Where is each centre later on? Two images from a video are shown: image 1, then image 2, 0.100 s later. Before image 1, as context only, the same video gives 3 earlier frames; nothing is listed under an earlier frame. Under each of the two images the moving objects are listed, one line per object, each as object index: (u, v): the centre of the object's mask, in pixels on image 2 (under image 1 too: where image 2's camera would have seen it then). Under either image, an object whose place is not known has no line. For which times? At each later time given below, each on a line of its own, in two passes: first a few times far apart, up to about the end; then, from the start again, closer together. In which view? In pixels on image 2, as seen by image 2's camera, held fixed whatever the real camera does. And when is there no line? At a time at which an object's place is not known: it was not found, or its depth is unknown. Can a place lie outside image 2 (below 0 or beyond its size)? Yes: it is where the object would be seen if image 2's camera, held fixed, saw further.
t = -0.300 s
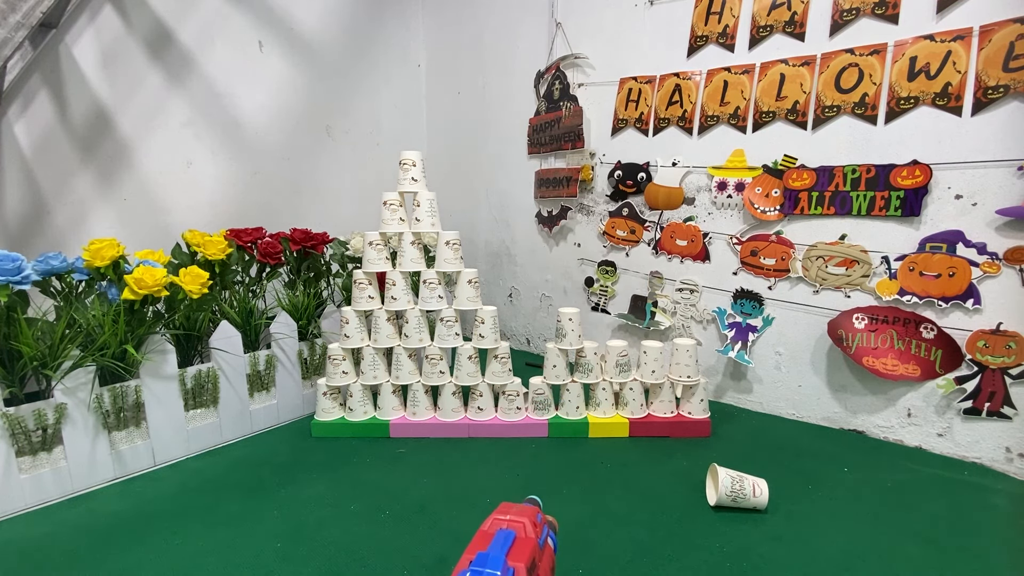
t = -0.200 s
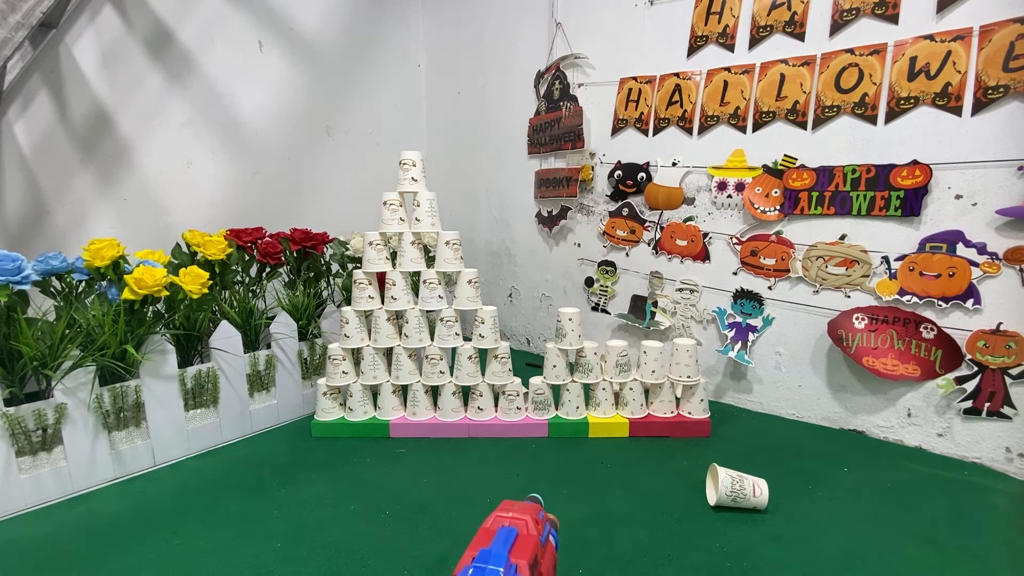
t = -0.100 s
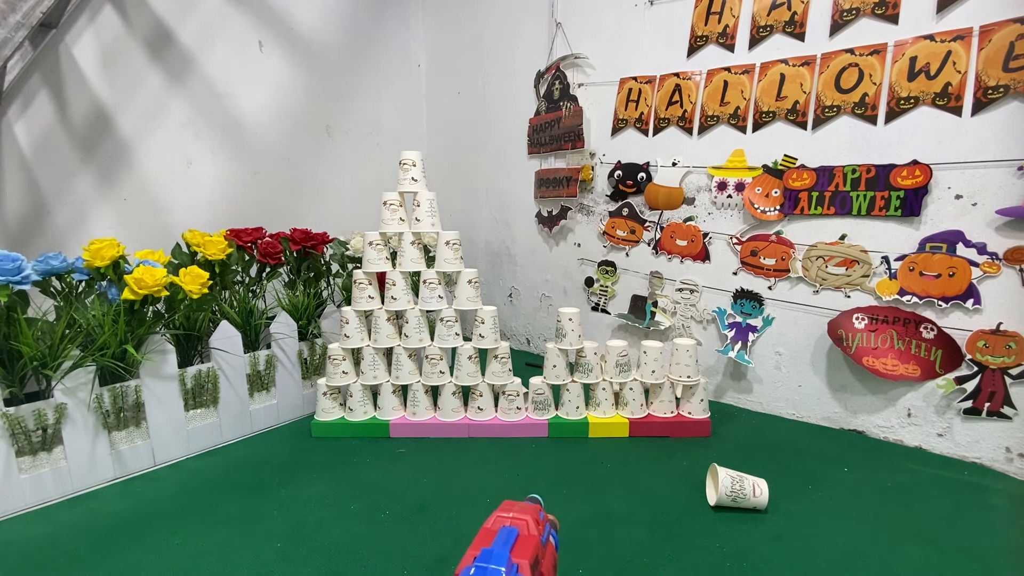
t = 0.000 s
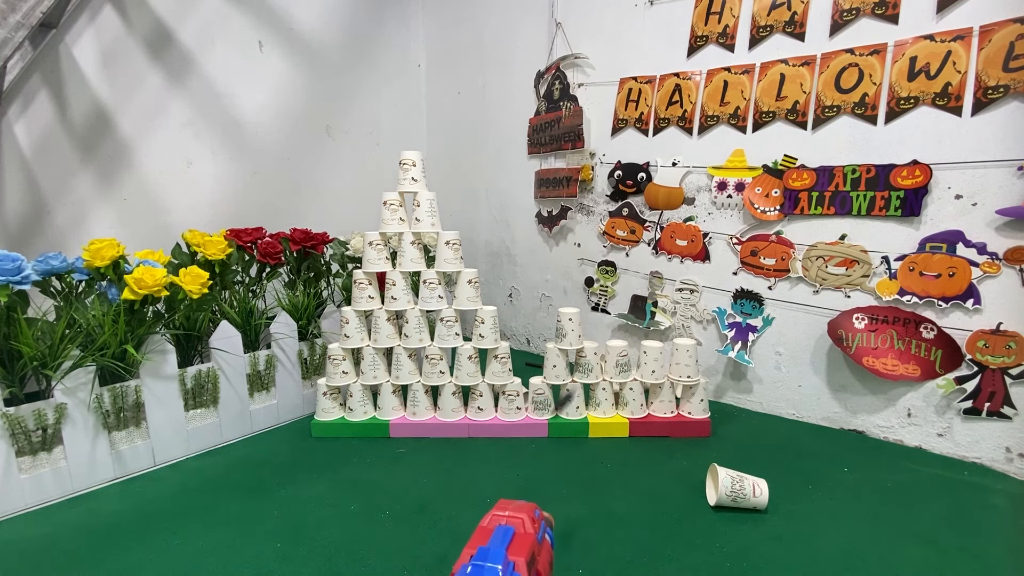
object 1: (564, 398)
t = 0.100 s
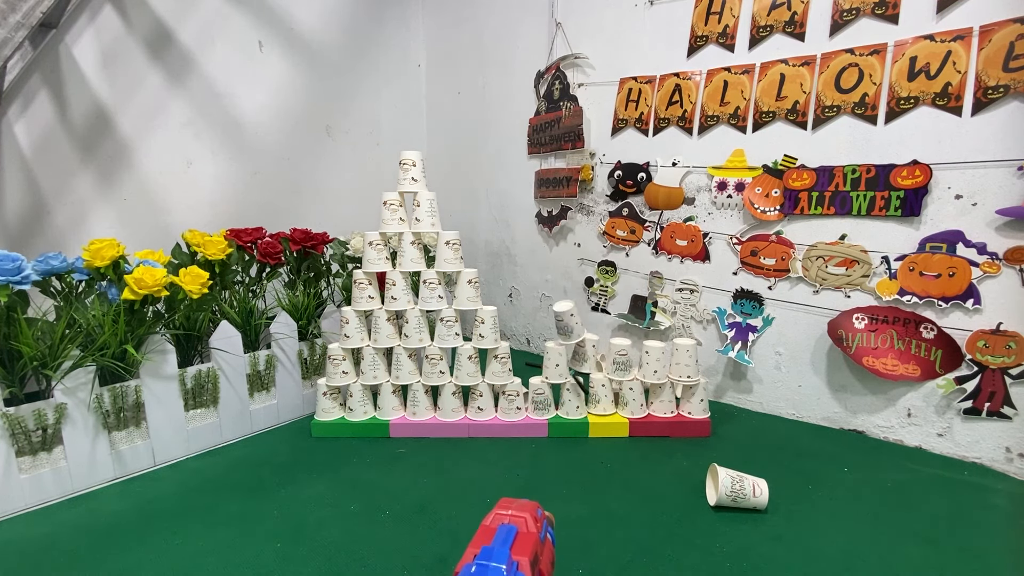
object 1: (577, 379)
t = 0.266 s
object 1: (545, 434)
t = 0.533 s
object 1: (545, 457)
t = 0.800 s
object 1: (547, 457)
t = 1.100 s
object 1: (550, 457)
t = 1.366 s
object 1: (550, 457)
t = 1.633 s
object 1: (550, 457)
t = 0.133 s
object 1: (574, 388)
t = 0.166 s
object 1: (569, 405)
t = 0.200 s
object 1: (558, 430)
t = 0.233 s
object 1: (551, 432)
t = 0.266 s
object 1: (545, 434)
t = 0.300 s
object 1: (543, 442)
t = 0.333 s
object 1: (544, 446)
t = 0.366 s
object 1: (546, 450)
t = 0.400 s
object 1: (549, 459)
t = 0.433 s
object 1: (548, 455)
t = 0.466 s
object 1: (547, 452)
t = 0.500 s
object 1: (546, 453)
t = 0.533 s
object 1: (545, 457)
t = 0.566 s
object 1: (544, 457)
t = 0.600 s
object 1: (543, 457)
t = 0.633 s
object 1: (543, 456)
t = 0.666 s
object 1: (543, 456)
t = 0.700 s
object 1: (544, 457)
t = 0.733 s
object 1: (545, 457)
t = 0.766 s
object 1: (546, 457)
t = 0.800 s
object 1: (547, 457)
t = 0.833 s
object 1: (548, 457)
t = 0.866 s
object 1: (550, 457)
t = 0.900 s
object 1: (550, 457)
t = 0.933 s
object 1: (550, 457)
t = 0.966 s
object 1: (550, 457)
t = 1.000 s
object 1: (550, 457)
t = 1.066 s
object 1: (550, 457)
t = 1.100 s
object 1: (550, 457)
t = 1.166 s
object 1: (550, 457)
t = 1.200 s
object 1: (550, 457)
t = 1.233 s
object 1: (550, 457)
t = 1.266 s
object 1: (550, 457)
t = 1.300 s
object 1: (550, 457)
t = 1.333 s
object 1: (550, 457)
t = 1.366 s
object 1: (550, 457)
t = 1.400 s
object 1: (550, 457)
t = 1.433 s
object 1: (550, 457)
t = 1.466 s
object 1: (550, 457)
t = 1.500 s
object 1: (550, 457)
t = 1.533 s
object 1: (550, 457)
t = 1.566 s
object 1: (550, 457)
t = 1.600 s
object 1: (550, 457)
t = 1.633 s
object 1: (550, 457)
